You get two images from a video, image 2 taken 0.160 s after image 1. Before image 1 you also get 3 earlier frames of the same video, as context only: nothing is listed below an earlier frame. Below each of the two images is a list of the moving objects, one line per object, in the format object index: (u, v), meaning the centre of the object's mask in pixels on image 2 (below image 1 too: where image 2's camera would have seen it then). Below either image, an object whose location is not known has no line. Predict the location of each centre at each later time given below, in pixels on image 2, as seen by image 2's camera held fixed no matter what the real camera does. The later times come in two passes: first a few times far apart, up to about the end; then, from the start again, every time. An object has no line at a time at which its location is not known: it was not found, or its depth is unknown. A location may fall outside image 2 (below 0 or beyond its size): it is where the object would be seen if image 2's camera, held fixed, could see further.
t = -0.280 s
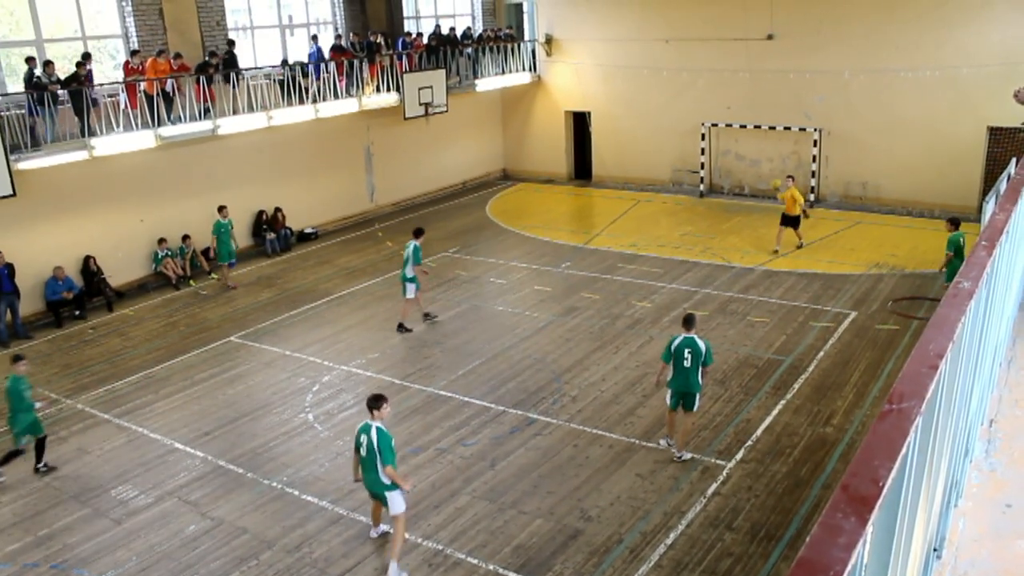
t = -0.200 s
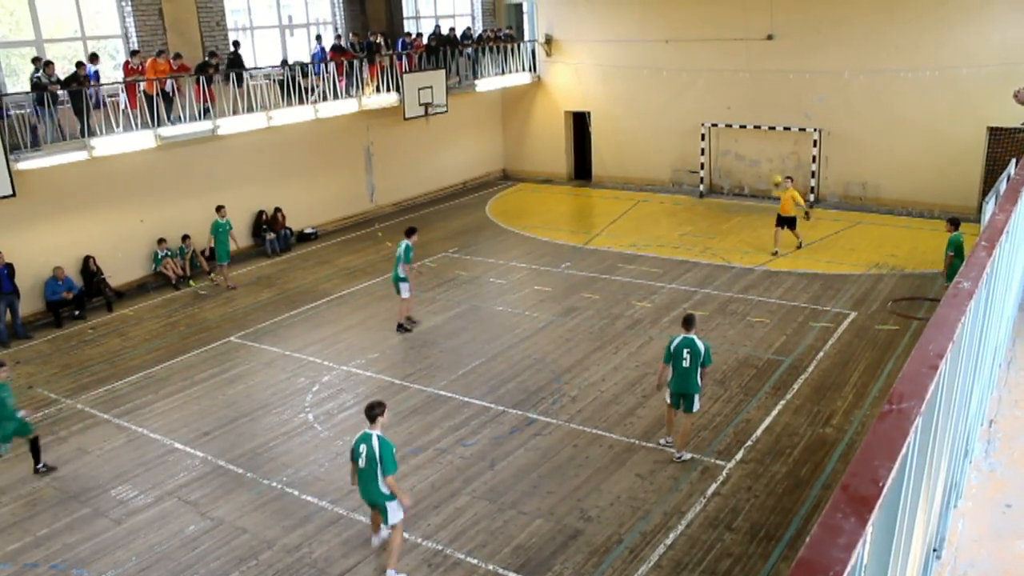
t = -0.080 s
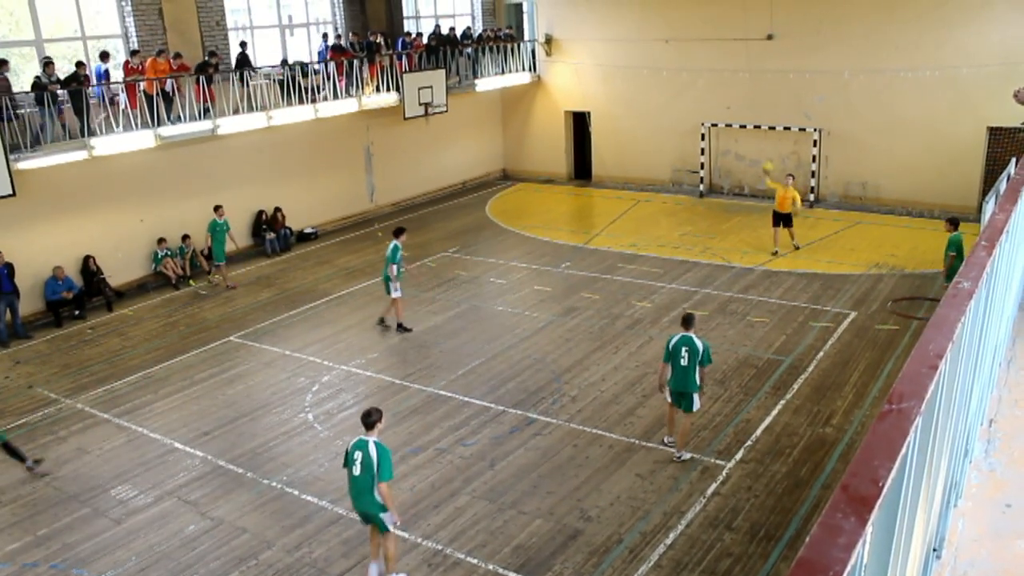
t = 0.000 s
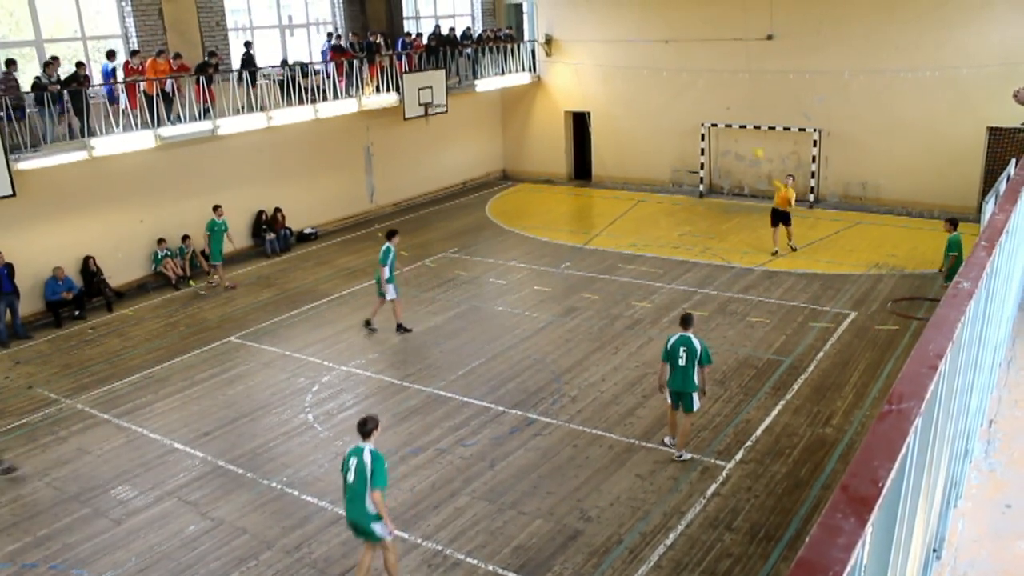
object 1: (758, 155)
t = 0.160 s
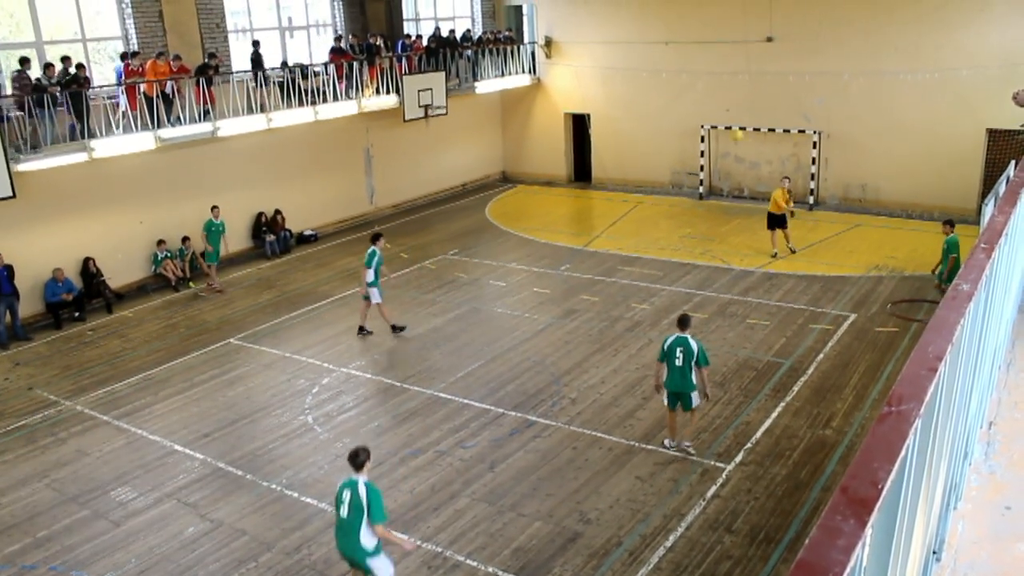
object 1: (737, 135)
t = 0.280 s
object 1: (718, 123)
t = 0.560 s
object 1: (656, 123)
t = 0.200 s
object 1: (731, 130)
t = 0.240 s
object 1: (725, 126)
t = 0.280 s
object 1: (718, 123)
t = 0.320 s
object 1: (712, 121)
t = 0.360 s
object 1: (703, 120)
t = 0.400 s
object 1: (695, 118)
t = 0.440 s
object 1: (686, 118)
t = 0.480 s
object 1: (676, 119)
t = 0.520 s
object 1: (667, 120)
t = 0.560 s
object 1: (656, 123)
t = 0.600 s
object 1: (643, 126)
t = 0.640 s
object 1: (632, 132)
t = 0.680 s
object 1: (616, 140)
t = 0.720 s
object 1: (599, 150)
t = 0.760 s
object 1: (584, 159)
